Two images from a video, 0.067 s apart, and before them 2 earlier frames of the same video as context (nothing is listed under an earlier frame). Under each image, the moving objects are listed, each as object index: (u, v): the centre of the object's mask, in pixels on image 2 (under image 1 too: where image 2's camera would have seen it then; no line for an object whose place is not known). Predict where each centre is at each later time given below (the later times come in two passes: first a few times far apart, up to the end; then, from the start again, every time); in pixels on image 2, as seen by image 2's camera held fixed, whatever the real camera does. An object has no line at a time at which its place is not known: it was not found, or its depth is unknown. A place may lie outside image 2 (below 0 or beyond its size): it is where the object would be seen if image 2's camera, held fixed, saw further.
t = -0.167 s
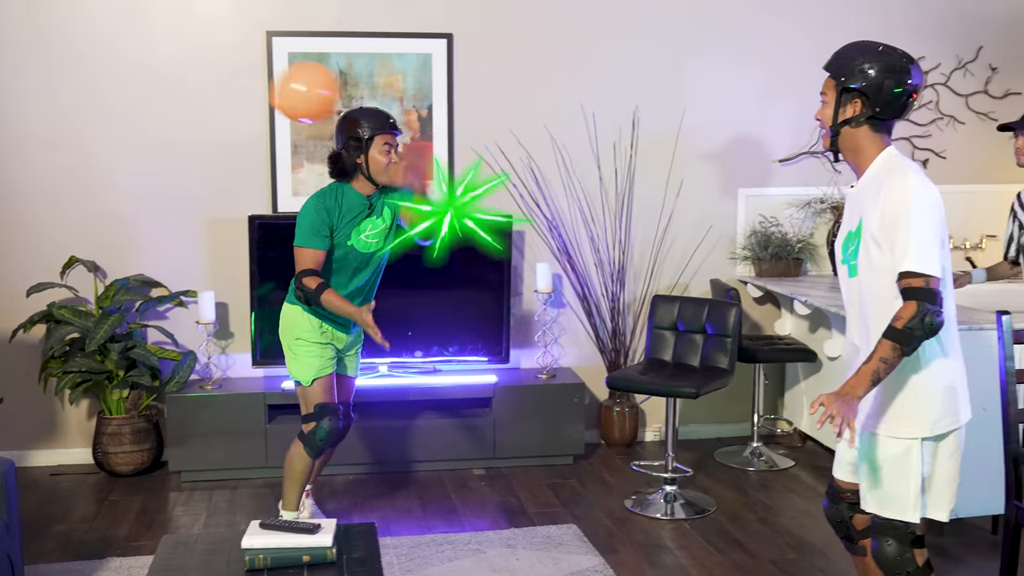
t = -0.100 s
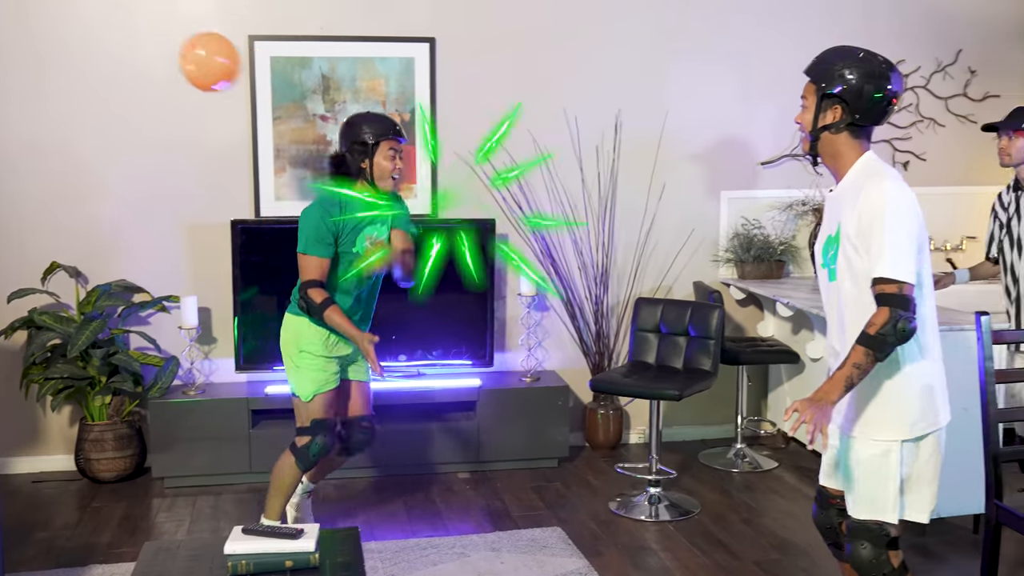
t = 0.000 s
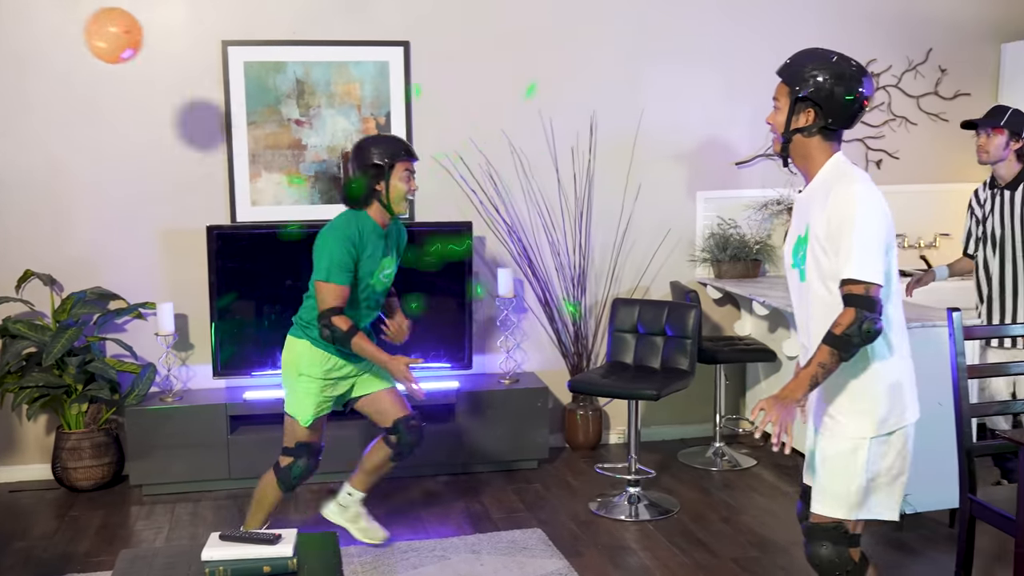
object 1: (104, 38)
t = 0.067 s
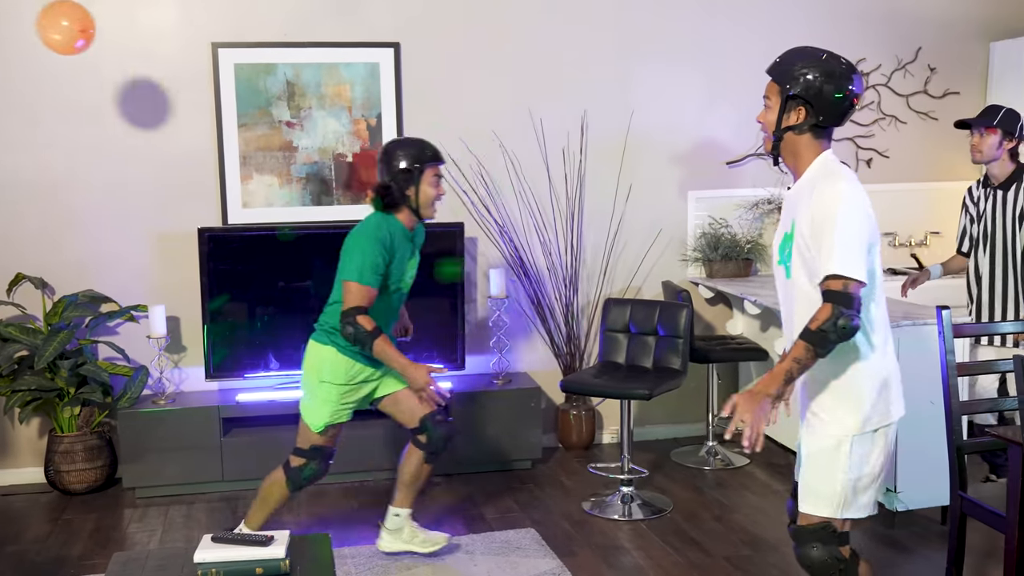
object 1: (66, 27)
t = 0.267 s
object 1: (-6, 32)
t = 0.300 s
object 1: (-20, 36)
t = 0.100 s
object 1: (49, 25)
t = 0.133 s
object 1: (33, 24)
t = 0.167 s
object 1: (23, 25)
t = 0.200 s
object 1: (16, 26)
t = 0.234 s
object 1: (7, 29)
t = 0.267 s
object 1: (-6, 32)
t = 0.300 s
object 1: (-20, 36)
